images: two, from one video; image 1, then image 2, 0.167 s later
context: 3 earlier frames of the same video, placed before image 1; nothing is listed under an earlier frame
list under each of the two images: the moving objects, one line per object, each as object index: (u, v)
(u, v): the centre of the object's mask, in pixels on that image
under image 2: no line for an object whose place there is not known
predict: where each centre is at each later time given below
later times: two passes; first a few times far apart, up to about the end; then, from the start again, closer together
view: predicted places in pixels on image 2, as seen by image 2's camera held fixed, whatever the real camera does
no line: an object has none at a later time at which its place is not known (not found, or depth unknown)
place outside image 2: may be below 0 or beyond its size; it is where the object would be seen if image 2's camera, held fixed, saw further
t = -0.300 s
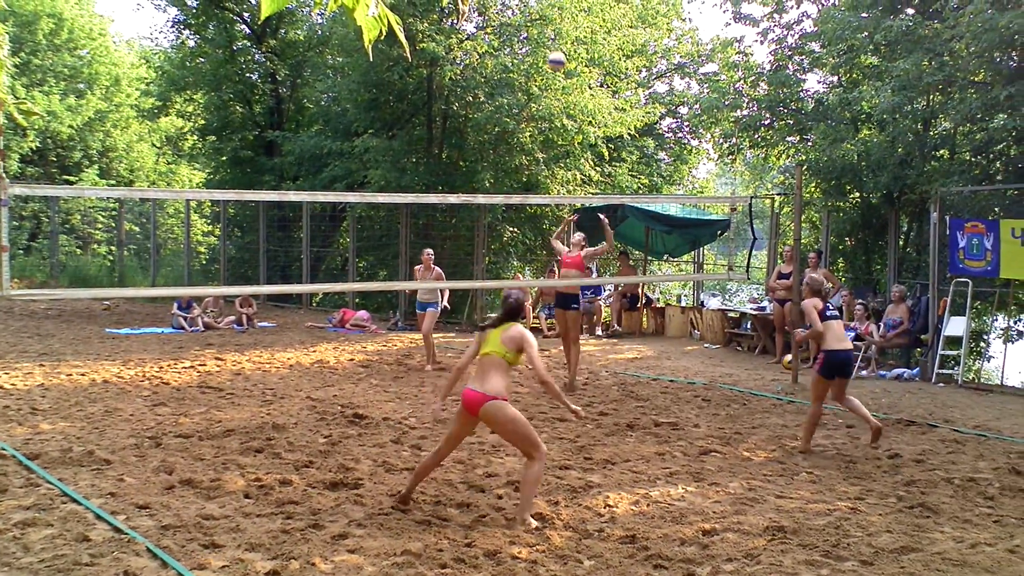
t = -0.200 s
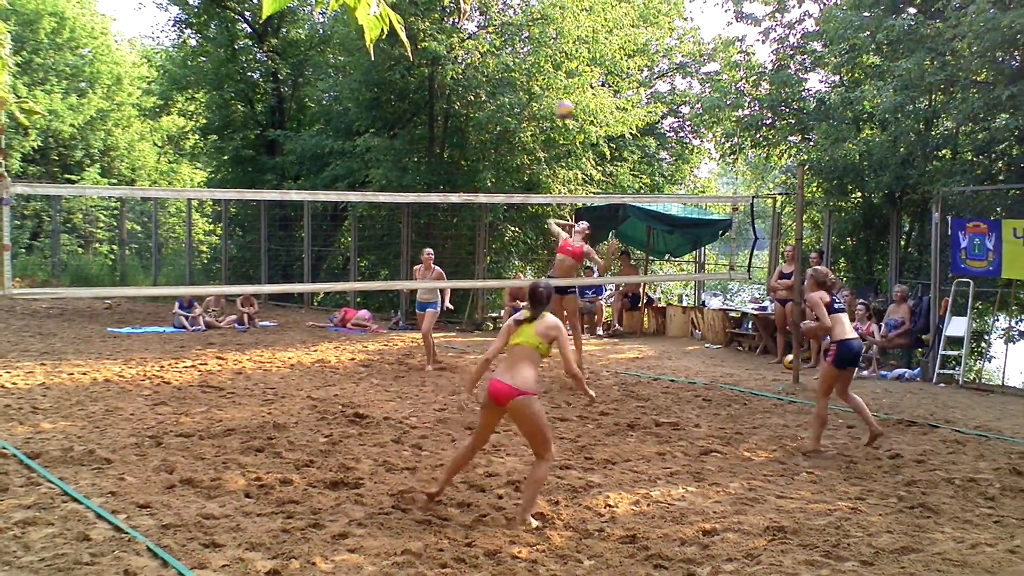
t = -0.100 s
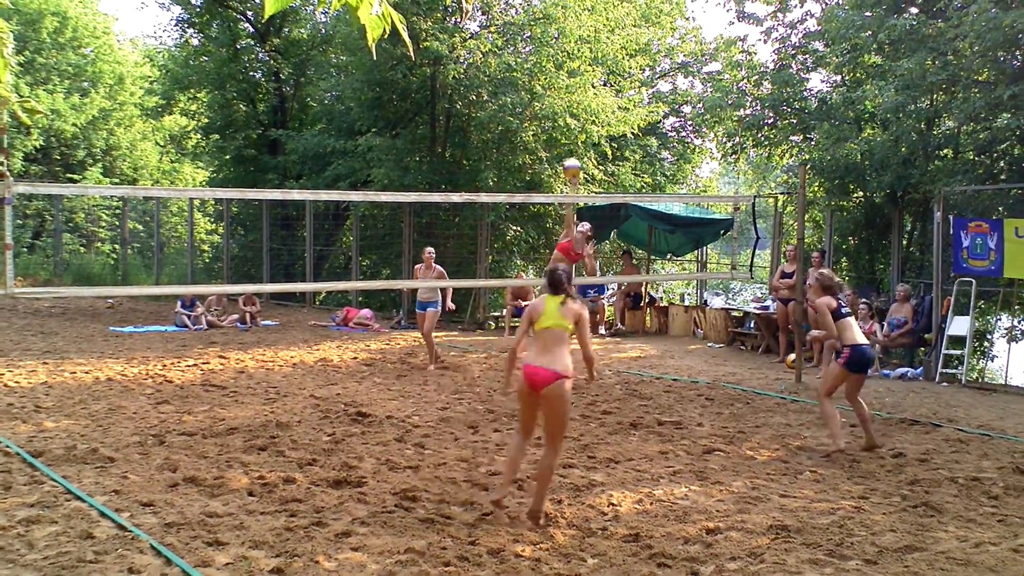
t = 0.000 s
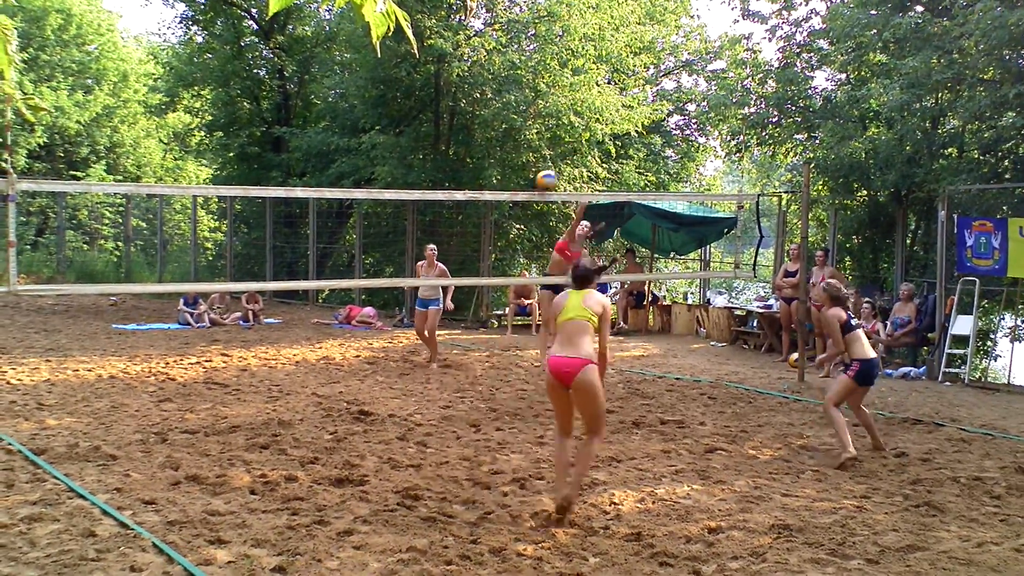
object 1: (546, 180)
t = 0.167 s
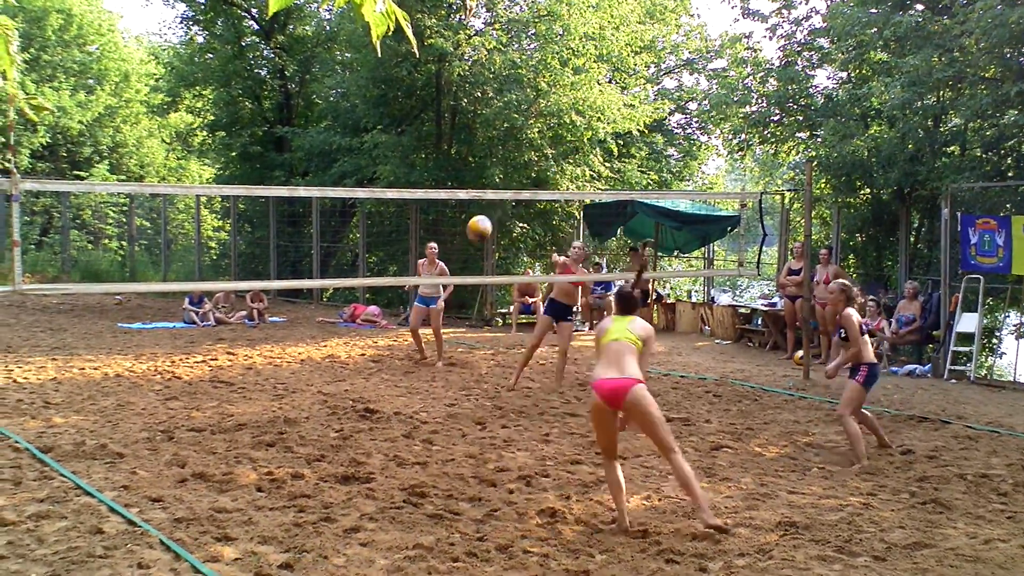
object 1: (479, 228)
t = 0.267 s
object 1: (427, 284)
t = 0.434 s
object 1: (299, 460)
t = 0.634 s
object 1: (119, 508)
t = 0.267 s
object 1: (427, 284)
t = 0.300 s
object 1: (404, 311)
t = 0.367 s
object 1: (357, 376)
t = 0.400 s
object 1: (329, 415)
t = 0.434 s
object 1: (299, 460)
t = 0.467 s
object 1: (263, 514)
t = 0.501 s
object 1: (233, 536)
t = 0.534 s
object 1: (208, 526)
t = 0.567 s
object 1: (179, 519)
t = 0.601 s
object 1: (151, 512)
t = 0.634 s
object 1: (119, 508)
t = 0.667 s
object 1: (84, 506)
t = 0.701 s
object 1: (48, 505)
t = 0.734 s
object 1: (24, 508)
